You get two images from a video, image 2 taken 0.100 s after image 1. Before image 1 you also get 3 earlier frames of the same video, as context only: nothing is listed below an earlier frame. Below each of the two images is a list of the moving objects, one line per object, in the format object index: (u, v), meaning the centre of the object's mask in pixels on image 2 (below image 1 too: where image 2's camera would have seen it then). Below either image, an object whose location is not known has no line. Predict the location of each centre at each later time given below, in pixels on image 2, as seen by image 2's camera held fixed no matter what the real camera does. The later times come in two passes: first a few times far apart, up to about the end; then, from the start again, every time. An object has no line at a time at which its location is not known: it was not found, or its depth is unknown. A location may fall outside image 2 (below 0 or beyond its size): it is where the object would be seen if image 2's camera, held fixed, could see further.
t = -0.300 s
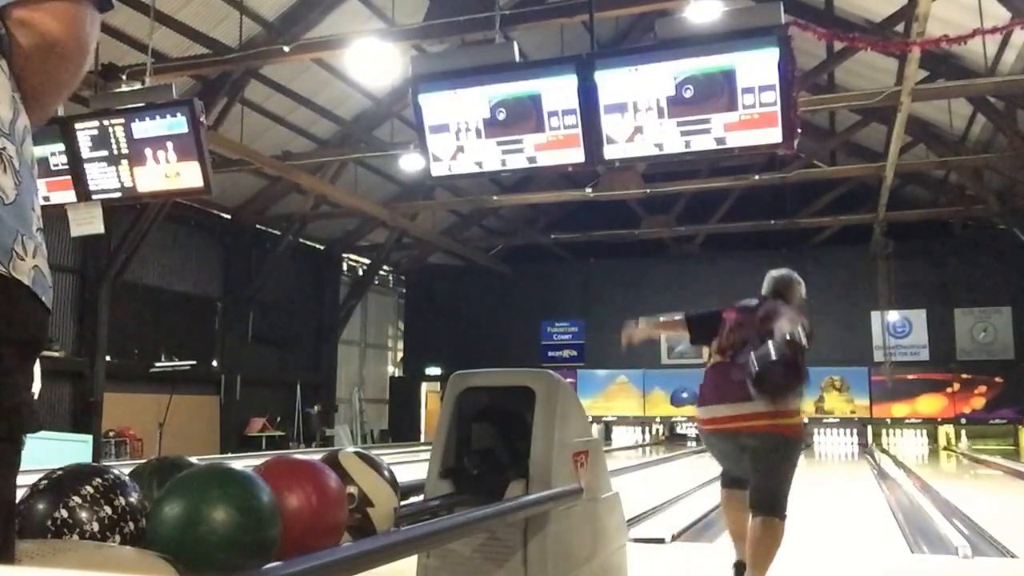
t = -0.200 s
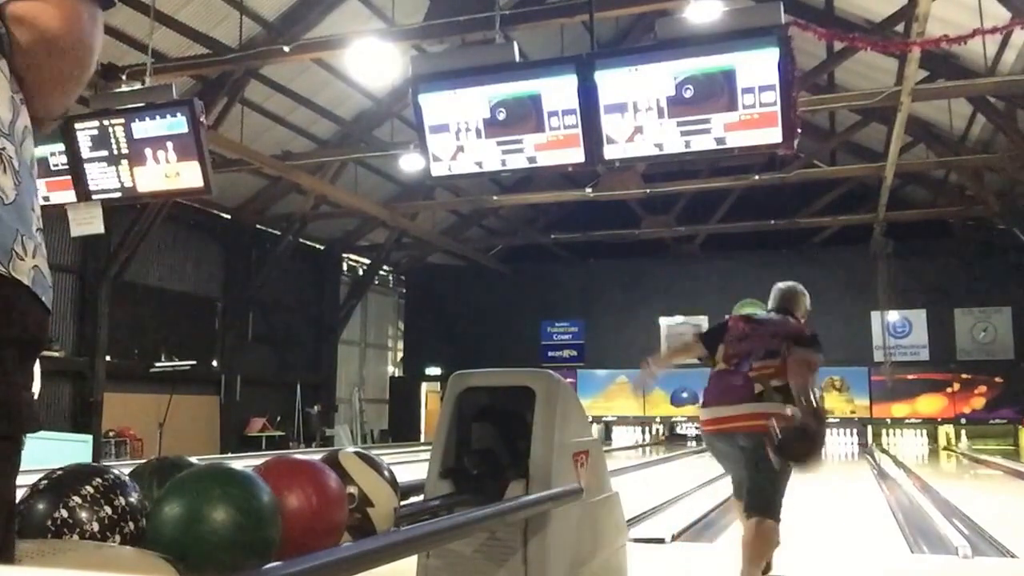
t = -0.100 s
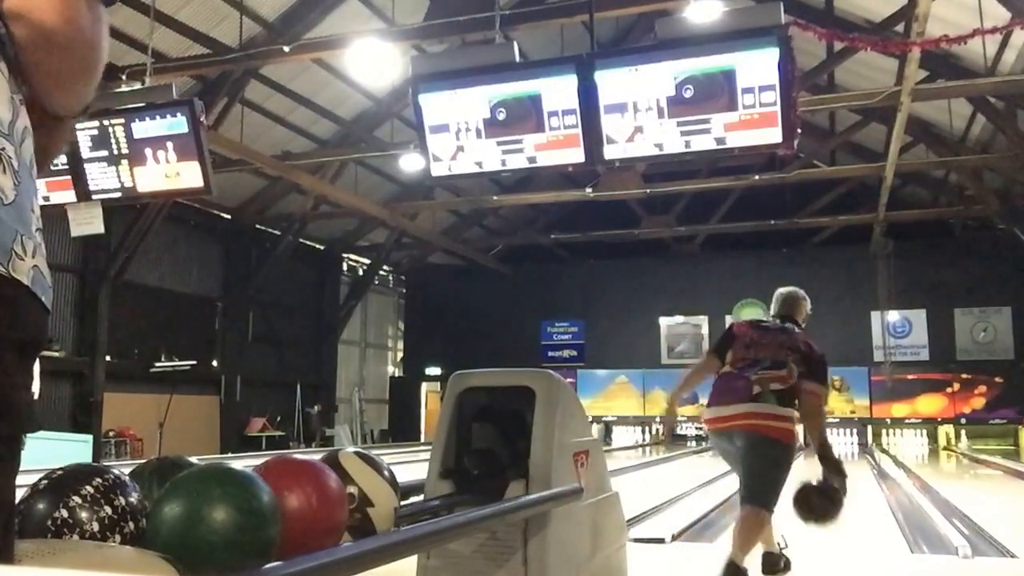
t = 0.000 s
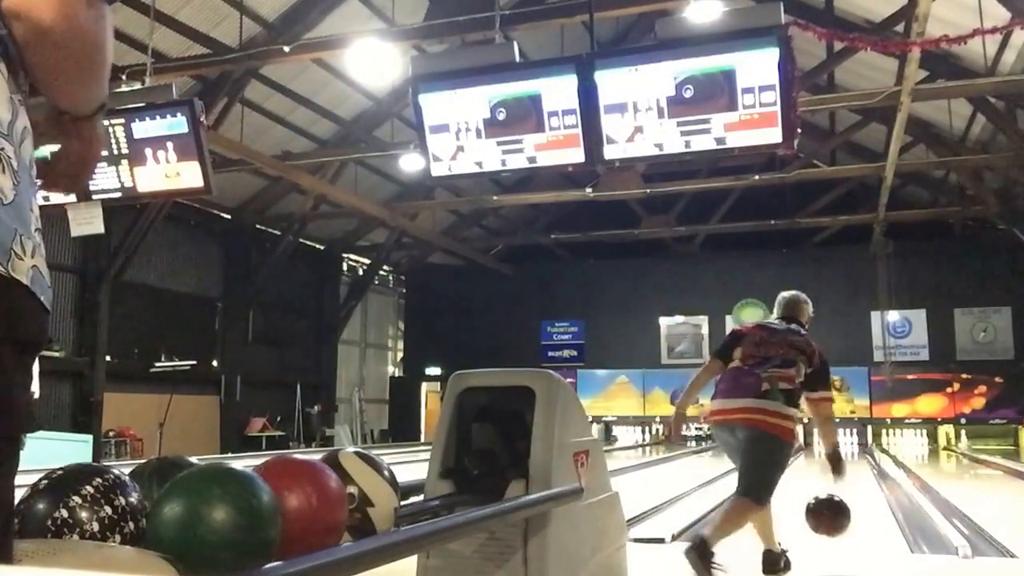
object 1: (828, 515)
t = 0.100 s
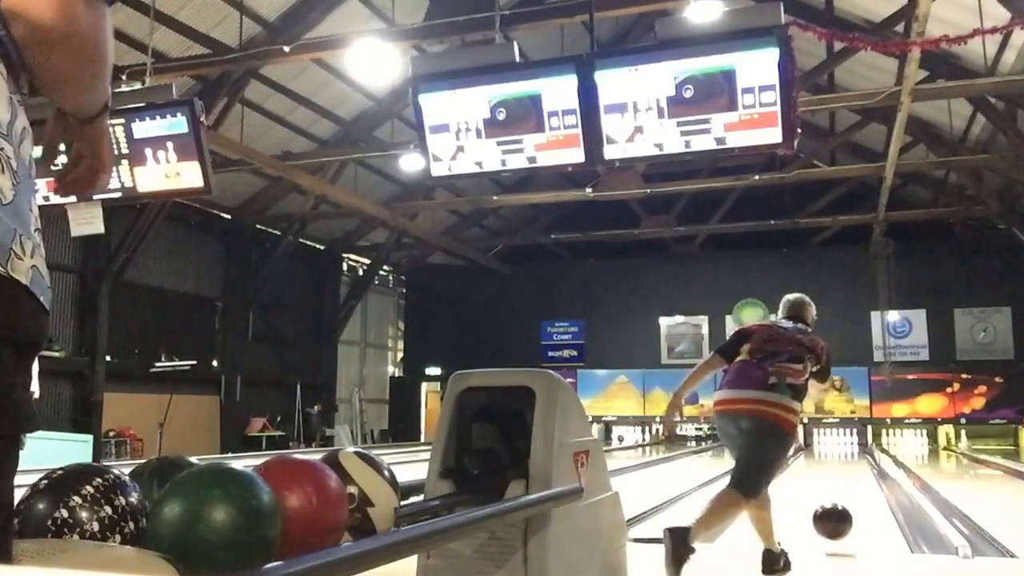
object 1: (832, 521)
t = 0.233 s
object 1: (836, 514)
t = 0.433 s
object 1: (840, 497)
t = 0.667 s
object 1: (843, 483)
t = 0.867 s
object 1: (844, 475)
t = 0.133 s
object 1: (834, 526)
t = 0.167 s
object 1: (835, 521)
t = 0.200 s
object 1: (835, 517)
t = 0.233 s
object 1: (836, 514)
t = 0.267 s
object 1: (837, 512)
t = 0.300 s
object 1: (838, 509)
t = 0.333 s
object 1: (838, 506)
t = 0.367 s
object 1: (839, 503)
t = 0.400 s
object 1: (839, 500)
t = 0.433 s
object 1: (840, 497)
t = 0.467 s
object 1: (840, 495)
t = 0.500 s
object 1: (841, 493)
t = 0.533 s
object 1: (841, 491)
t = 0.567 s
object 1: (841, 489)
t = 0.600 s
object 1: (842, 487)
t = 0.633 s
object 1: (842, 485)
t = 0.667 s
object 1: (843, 483)
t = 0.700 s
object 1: (843, 481)
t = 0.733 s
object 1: (843, 480)
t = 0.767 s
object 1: (843, 478)
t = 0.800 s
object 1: (843, 477)
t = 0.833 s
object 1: (844, 476)
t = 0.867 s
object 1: (844, 475)
